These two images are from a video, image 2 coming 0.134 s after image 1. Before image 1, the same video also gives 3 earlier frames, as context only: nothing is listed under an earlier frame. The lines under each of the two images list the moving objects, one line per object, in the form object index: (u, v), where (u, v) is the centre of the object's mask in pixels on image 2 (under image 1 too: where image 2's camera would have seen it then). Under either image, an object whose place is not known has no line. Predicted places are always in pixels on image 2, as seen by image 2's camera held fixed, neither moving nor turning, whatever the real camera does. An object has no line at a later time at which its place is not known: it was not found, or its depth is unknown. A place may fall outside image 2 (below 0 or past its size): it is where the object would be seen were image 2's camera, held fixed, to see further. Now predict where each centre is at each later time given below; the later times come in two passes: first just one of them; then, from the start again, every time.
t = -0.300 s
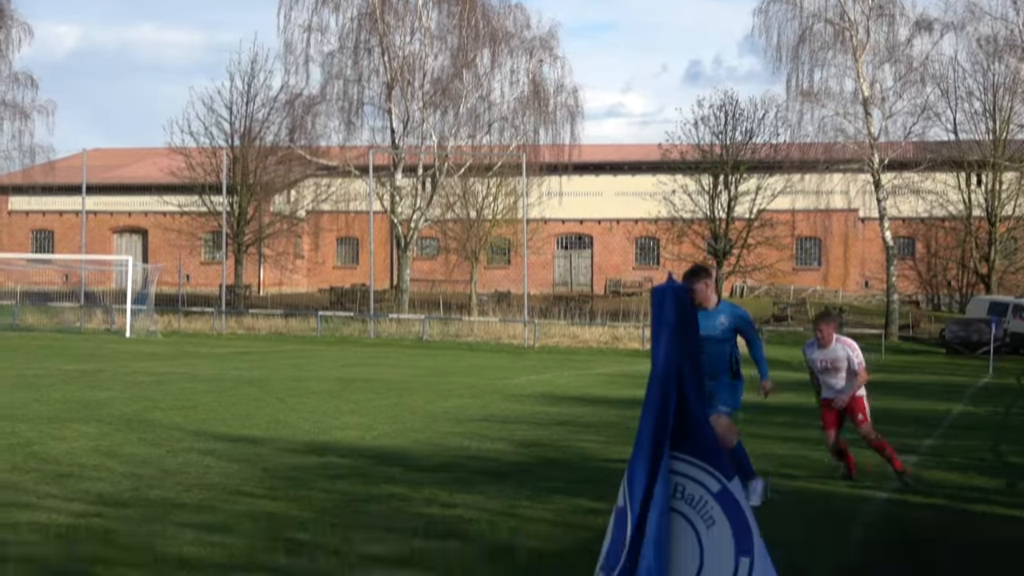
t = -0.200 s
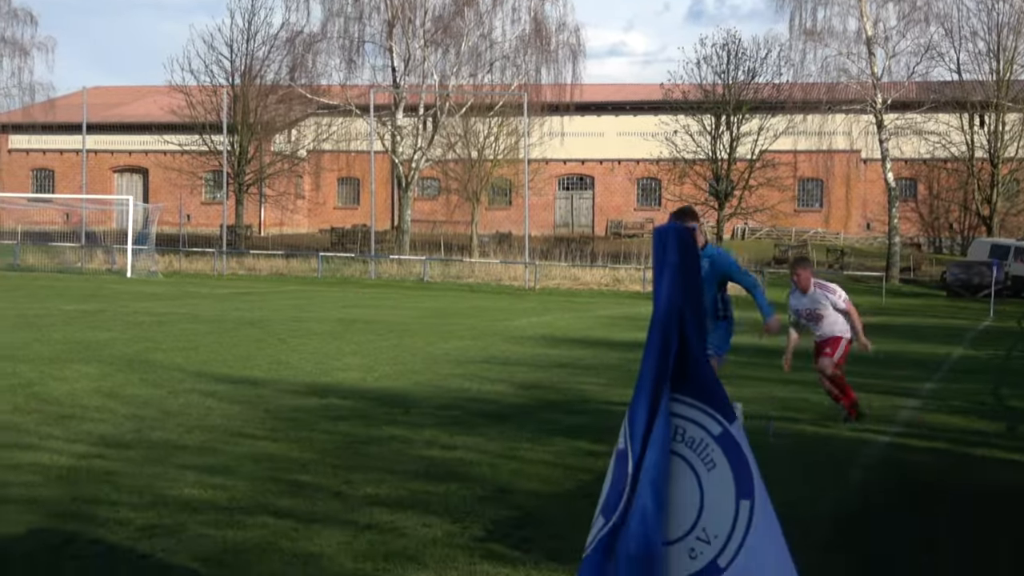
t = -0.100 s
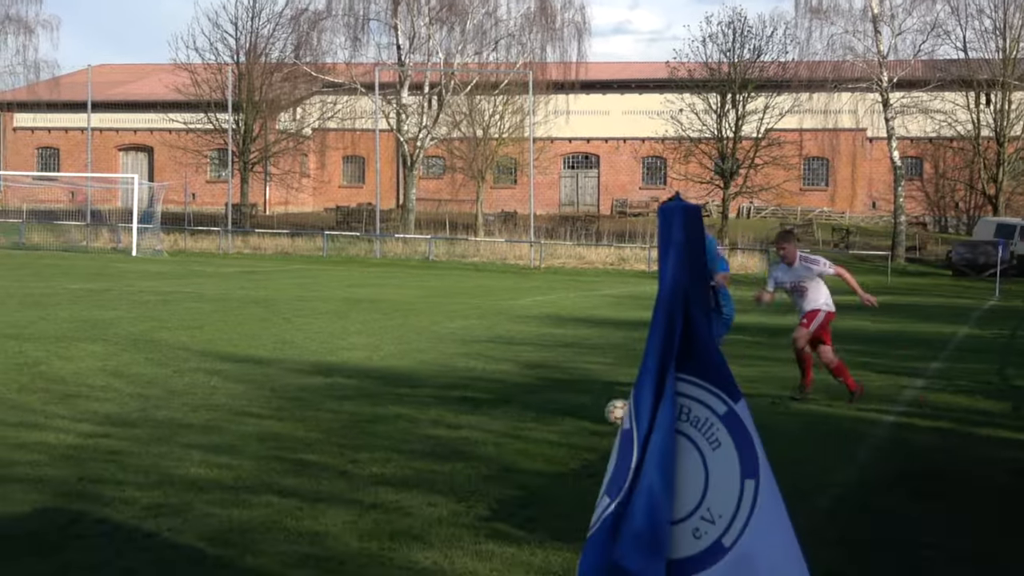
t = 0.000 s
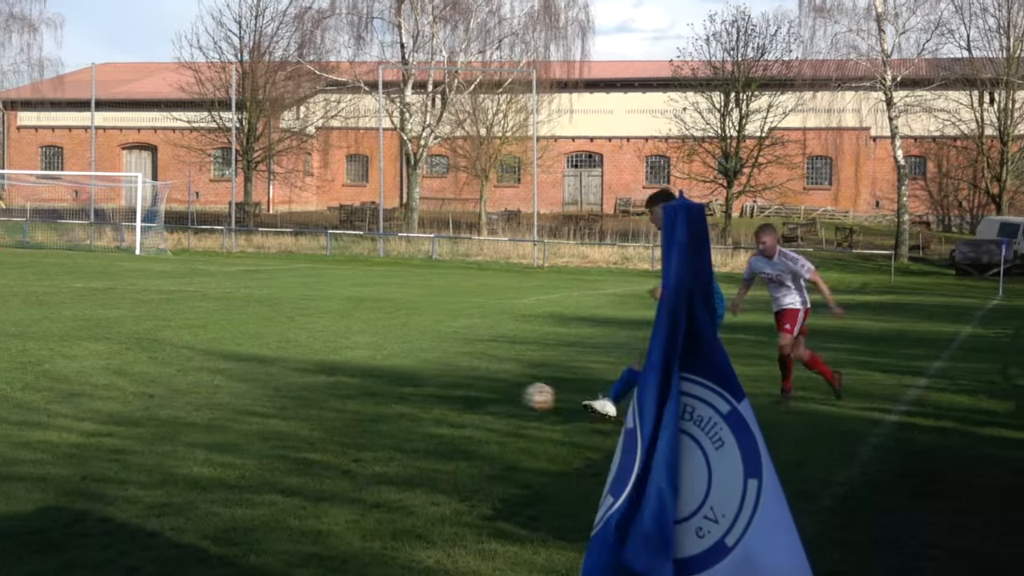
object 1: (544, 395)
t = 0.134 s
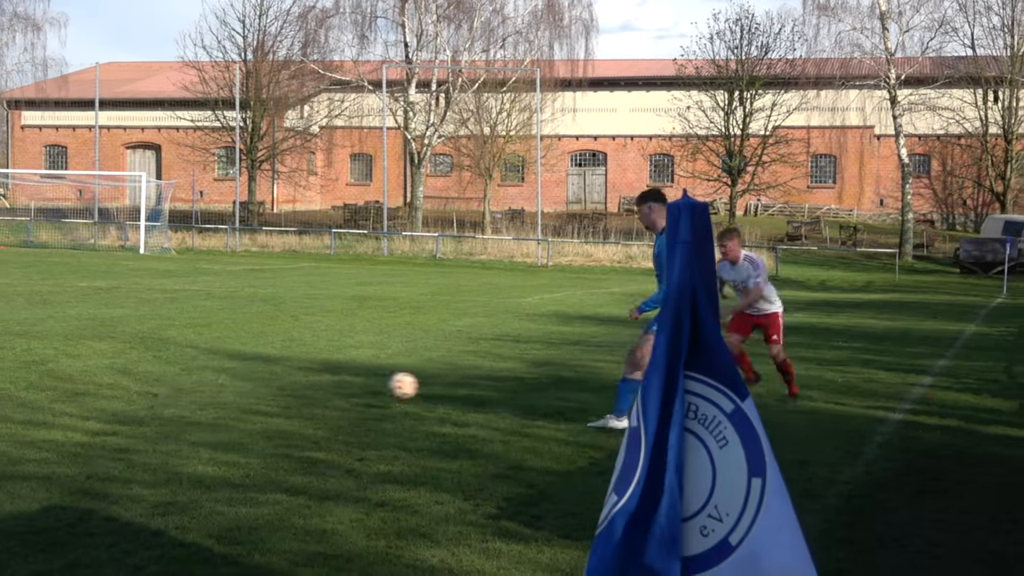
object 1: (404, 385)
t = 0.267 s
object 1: (288, 391)
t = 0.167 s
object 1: (376, 387)
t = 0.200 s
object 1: (348, 388)
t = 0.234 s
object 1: (312, 393)
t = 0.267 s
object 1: (288, 391)
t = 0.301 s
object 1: (267, 385)
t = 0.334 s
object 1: (240, 379)
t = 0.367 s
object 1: (219, 375)
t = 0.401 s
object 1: (199, 372)
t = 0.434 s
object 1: (173, 371)
